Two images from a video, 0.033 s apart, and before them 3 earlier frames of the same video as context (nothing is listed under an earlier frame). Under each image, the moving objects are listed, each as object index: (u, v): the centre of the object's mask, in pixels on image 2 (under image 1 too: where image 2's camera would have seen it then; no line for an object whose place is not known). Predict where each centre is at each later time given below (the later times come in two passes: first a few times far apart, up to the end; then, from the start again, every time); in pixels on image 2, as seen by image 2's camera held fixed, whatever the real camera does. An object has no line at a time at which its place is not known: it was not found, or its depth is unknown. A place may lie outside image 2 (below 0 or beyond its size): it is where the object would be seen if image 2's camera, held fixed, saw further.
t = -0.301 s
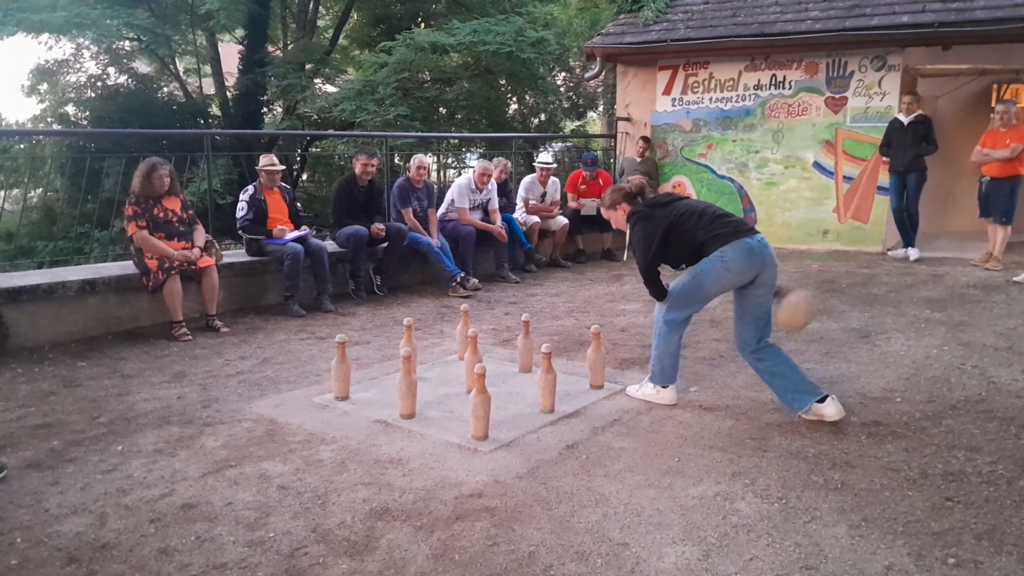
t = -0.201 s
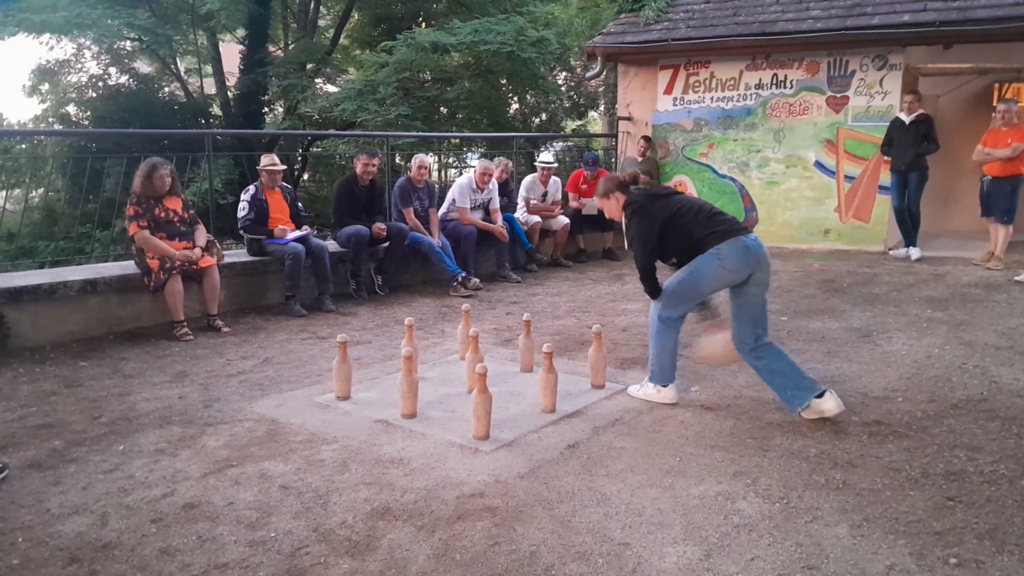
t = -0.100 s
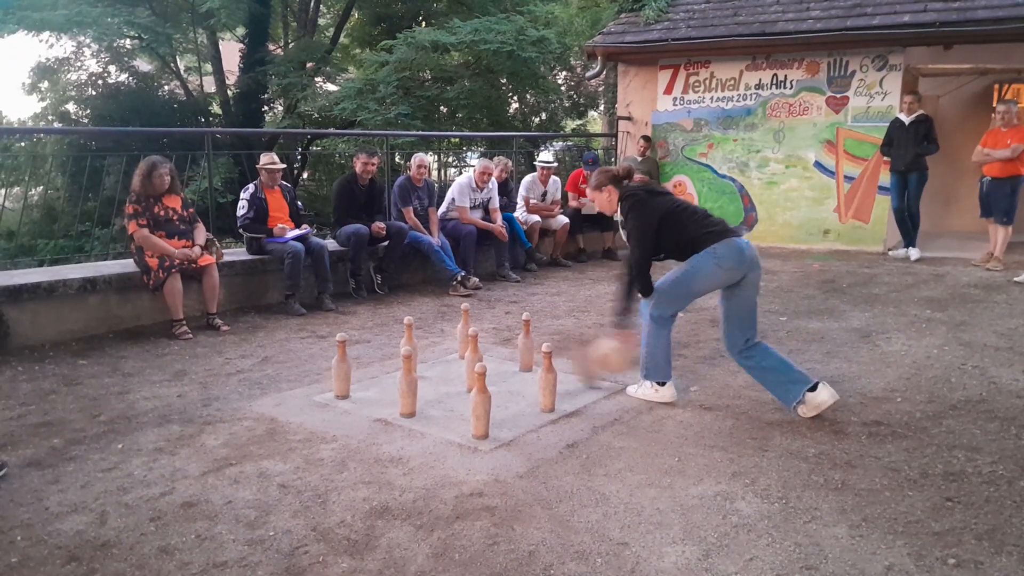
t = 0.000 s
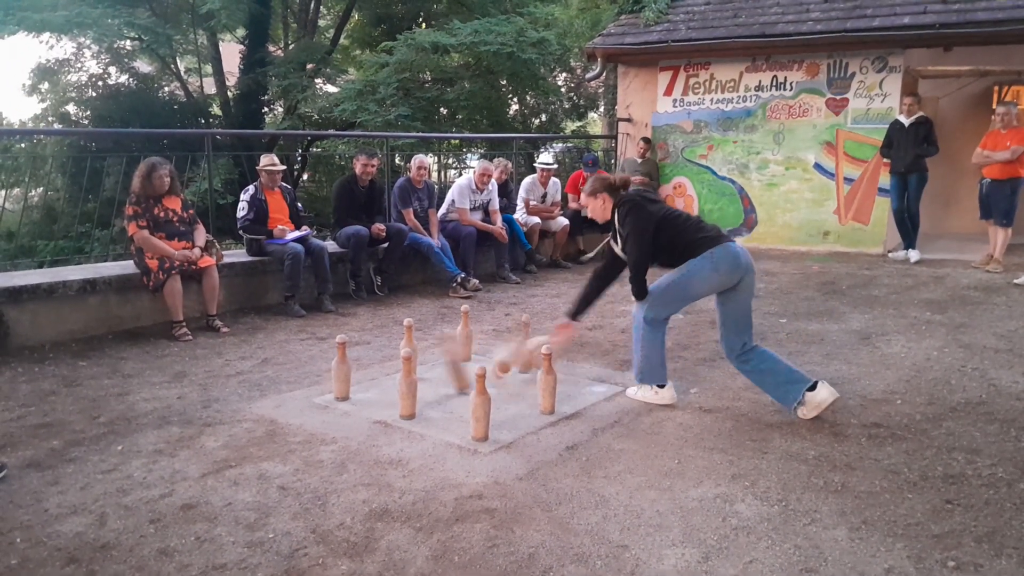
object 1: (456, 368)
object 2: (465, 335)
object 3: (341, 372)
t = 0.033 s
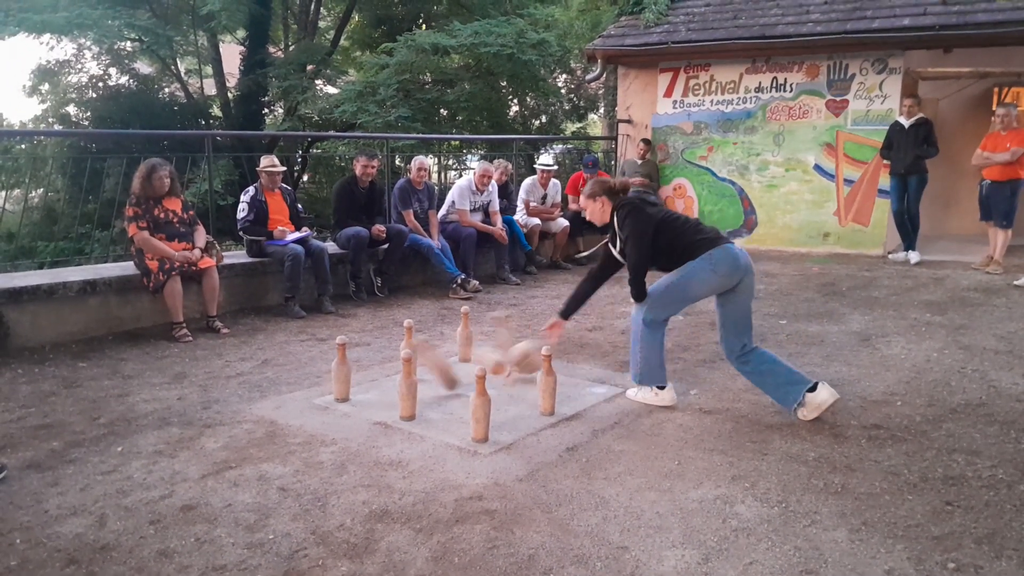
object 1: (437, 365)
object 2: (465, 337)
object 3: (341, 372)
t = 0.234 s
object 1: (348, 383)
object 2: (429, 345)
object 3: (327, 371)
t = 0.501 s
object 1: (327, 393)
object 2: (368, 347)
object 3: (277, 380)
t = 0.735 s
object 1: (318, 398)
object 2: (350, 337)
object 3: (251, 389)
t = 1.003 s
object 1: (305, 400)
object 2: (329, 330)
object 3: (237, 400)
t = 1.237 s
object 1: (294, 403)
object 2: (328, 323)
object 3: (237, 399)
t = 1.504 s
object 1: (280, 408)
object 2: (334, 316)
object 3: (234, 400)
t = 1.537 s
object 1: (278, 409)
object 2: (335, 316)
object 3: (234, 400)
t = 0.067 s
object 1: (429, 374)
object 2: (464, 334)
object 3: (341, 372)
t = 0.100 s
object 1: (380, 383)
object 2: (454, 334)
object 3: (341, 371)
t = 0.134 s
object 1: (377, 386)
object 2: (449, 340)
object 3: (341, 372)
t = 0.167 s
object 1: (366, 385)
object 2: (435, 338)
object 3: (341, 372)
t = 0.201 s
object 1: (356, 383)
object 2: (433, 342)
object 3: (335, 372)
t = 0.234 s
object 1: (348, 383)
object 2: (429, 345)
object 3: (327, 371)
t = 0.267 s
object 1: (345, 383)
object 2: (422, 346)
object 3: (320, 374)
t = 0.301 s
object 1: (341, 387)
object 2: (392, 349)
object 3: (314, 373)
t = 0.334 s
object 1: (335, 395)
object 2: (390, 345)
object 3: (307, 371)
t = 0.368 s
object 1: (334, 394)
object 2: (384, 344)
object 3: (302, 371)
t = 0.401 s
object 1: (333, 391)
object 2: (380, 346)
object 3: (294, 374)
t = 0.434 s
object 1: (331, 391)
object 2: (376, 348)
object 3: (289, 372)
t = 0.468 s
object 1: (329, 392)
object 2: (371, 348)
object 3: (283, 376)
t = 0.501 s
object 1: (327, 393)
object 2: (368, 347)
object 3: (277, 380)
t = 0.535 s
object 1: (324, 394)
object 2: (364, 346)
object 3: (271, 386)
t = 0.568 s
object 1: (323, 394)
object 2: (362, 341)
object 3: (266, 395)
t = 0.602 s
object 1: (321, 396)
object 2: (366, 341)
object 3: (264, 397)
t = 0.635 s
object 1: (319, 397)
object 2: (363, 341)
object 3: (261, 392)
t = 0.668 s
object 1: (319, 397)
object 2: (358, 340)
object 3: (257, 390)
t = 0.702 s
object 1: (319, 397)
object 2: (354, 339)
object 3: (254, 389)
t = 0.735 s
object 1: (318, 398)
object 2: (350, 337)
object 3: (251, 389)
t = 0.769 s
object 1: (317, 398)
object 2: (346, 336)
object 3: (246, 391)
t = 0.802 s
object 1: (316, 399)
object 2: (343, 335)
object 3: (243, 394)
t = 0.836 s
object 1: (314, 399)
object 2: (339, 334)
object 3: (240, 399)
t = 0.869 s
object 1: (311, 399)
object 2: (338, 333)
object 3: (239, 399)
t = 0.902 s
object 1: (310, 399)
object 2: (334, 333)
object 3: (239, 398)
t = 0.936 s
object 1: (308, 400)
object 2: (333, 332)
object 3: (239, 398)
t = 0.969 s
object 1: (307, 400)
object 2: (331, 330)
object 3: (238, 400)
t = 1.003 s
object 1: (305, 400)
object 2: (329, 330)
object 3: (237, 400)
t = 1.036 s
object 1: (303, 401)
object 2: (327, 329)
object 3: (236, 400)
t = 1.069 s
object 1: (302, 401)
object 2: (327, 328)
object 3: (236, 400)
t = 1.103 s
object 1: (300, 402)
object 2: (326, 327)
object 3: (237, 400)
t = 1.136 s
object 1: (299, 402)
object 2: (327, 325)
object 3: (238, 399)
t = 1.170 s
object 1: (297, 402)
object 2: (327, 324)
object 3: (238, 399)
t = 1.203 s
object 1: (295, 403)
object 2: (327, 323)
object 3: (237, 399)
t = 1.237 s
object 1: (294, 403)
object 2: (328, 323)
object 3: (237, 399)
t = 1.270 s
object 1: (292, 404)
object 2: (327, 322)
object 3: (237, 399)
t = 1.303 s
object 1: (290, 404)
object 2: (329, 321)
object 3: (237, 399)
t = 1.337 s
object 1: (289, 405)
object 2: (330, 320)
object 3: (238, 399)
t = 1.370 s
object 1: (288, 406)
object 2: (330, 320)
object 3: (236, 400)
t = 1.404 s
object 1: (286, 406)
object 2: (331, 319)
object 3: (236, 400)
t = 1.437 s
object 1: (284, 407)
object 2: (333, 318)
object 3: (235, 400)
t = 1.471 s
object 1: (282, 408)
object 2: (333, 317)
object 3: (234, 400)
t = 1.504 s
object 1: (280, 408)
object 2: (334, 316)
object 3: (234, 400)
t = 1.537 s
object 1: (278, 409)
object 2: (335, 316)
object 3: (234, 400)
